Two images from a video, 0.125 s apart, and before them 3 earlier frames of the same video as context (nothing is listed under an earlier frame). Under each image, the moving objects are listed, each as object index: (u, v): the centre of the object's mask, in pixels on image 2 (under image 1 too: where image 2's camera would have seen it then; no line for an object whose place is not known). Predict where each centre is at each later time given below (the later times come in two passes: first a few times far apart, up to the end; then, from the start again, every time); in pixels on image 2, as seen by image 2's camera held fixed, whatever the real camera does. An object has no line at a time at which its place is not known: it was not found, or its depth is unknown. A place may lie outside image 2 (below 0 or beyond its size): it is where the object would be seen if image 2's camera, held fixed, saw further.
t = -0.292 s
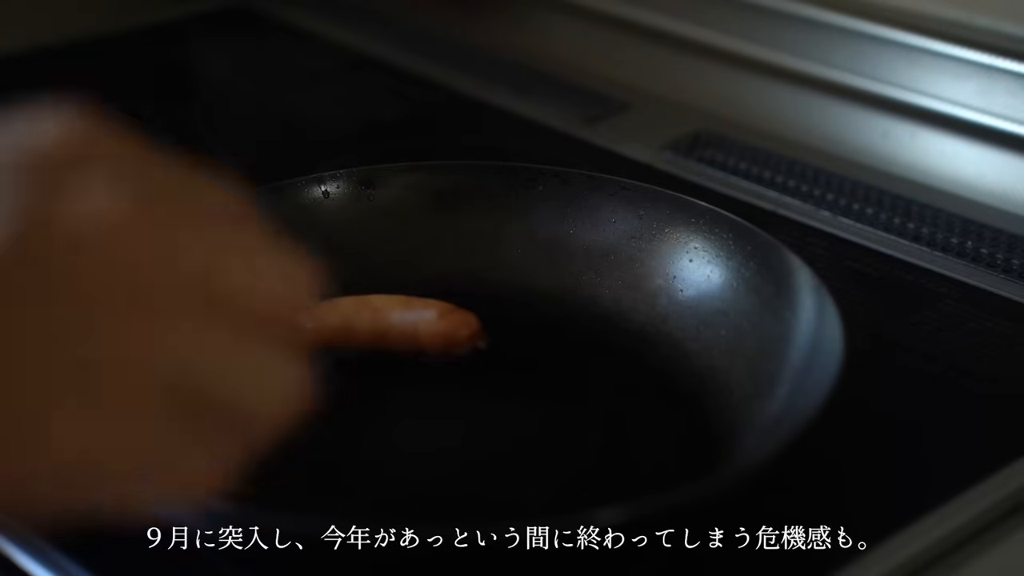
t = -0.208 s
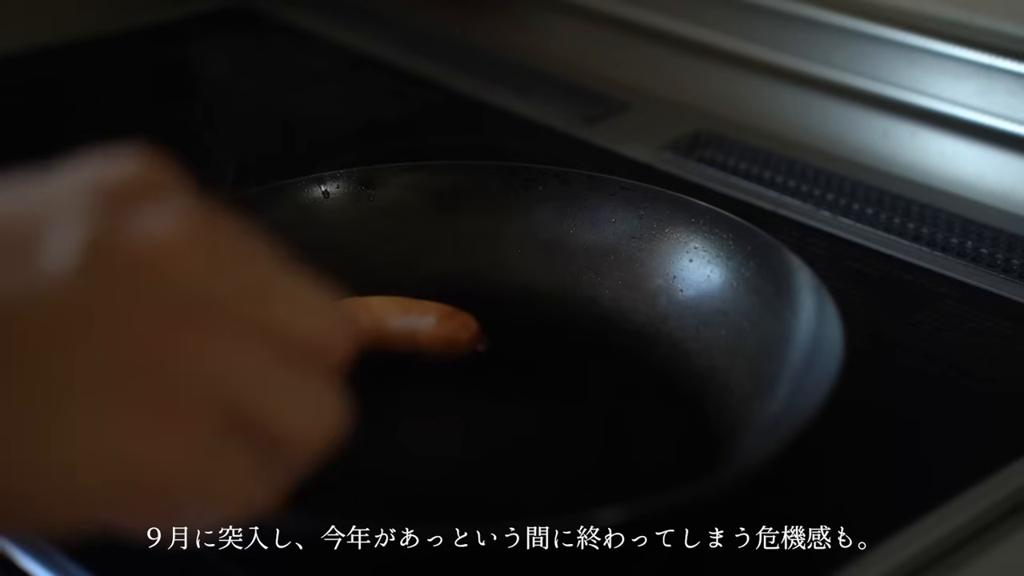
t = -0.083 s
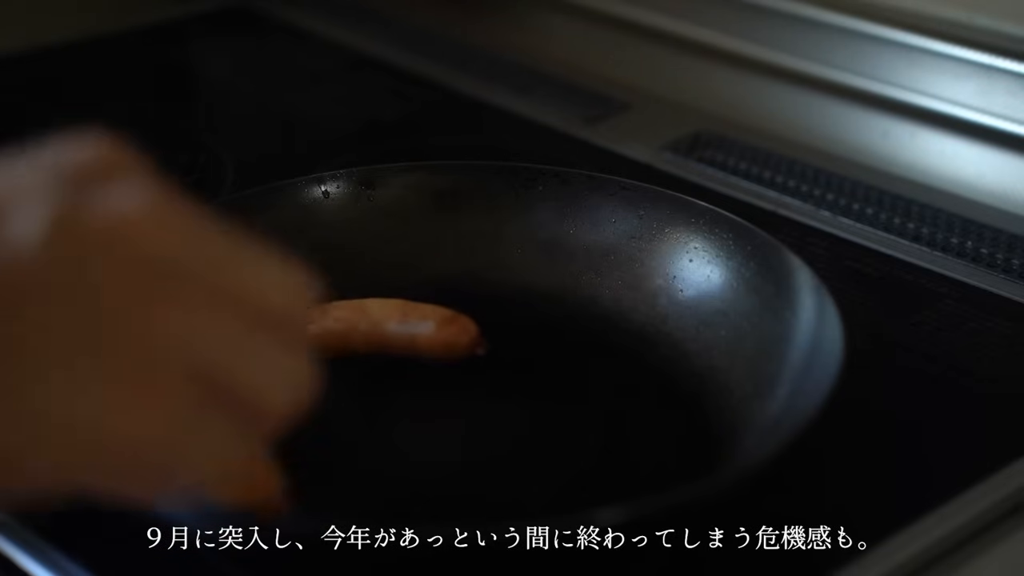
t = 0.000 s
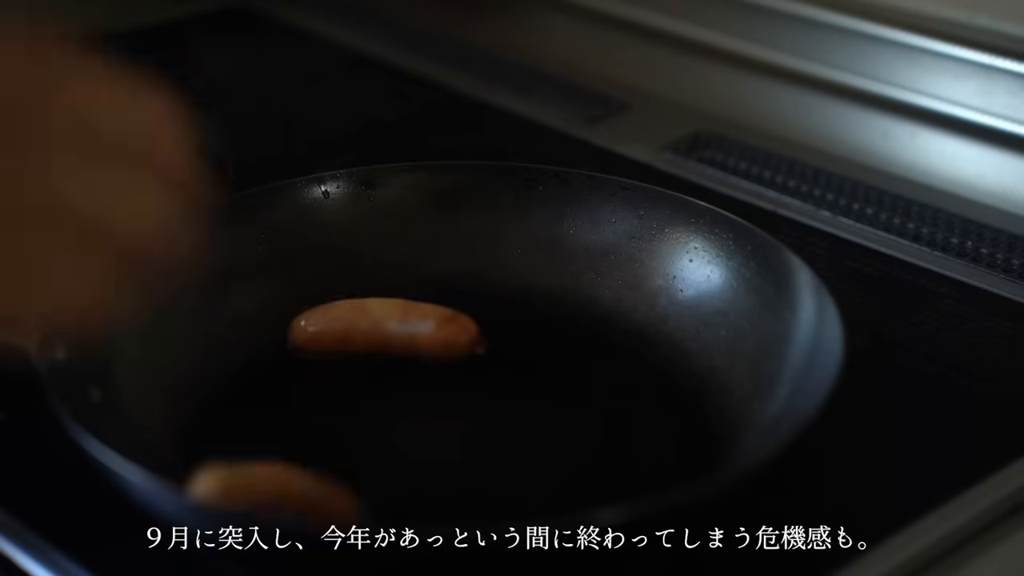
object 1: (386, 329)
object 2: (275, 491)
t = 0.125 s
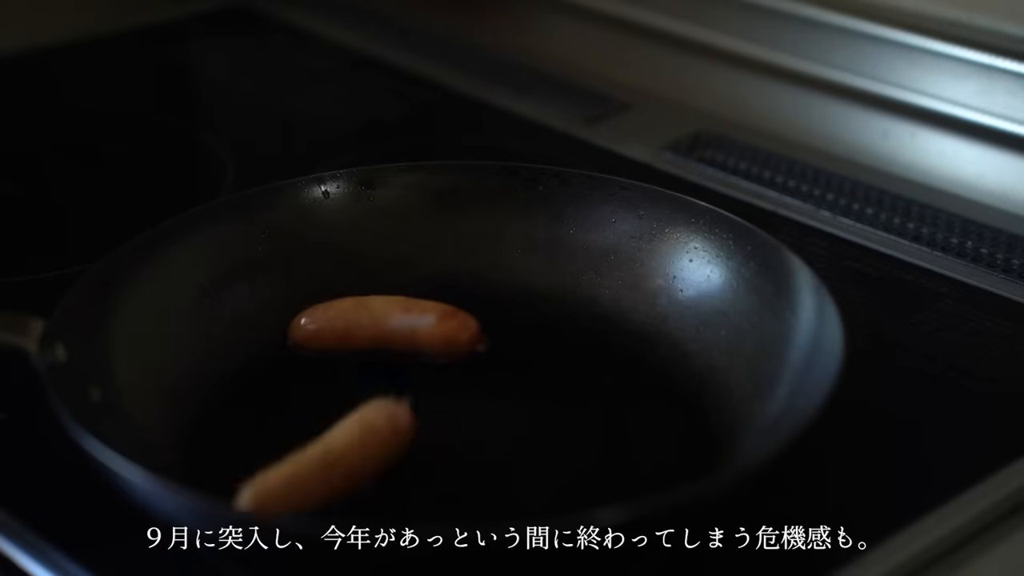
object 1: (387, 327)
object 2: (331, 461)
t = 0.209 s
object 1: (387, 326)
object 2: (337, 428)
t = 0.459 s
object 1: (399, 317)
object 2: (295, 369)
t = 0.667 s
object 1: (406, 314)
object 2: (275, 358)
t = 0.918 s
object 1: (406, 317)
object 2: (277, 361)
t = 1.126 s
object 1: (404, 316)
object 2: (279, 362)
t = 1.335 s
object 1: (398, 315)
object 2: (284, 371)
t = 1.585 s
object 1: (400, 316)
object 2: (282, 369)
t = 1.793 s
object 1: (401, 315)
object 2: (281, 367)
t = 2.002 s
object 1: (401, 315)
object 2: (281, 368)
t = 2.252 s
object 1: (402, 315)
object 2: (281, 367)
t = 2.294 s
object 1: (403, 317)
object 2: (281, 368)
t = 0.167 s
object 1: (387, 326)
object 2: (332, 445)
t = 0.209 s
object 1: (387, 326)
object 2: (337, 428)
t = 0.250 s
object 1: (386, 327)
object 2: (337, 413)
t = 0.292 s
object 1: (387, 326)
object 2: (335, 400)
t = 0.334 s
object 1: (388, 326)
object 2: (328, 389)
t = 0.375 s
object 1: (391, 323)
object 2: (315, 382)
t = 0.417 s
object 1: (395, 320)
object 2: (304, 375)
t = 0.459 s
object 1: (399, 317)
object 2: (295, 369)
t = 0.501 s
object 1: (402, 315)
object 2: (287, 363)
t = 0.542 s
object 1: (403, 313)
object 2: (279, 360)
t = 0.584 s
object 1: (405, 313)
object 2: (275, 358)
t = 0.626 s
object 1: (406, 313)
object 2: (274, 358)
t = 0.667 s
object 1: (406, 314)
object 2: (275, 358)
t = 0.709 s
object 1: (406, 315)
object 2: (276, 359)
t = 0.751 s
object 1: (406, 316)
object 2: (276, 359)
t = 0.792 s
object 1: (406, 316)
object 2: (277, 360)
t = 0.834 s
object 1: (406, 317)
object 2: (278, 360)
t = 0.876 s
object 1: (406, 317)
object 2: (277, 360)
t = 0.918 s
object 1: (406, 317)
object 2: (277, 361)
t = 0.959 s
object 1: (406, 317)
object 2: (278, 361)
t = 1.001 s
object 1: (406, 317)
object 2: (277, 361)
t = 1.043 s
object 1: (406, 317)
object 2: (278, 361)
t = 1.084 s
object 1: (406, 316)
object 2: (279, 361)
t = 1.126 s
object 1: (404, 316)
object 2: (279, 362)
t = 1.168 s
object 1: (403, 316)
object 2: (280, 364)
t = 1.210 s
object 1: (401, 315)
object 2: (282, 366)
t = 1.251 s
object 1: (399, 315)
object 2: (284, 369)
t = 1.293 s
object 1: (398, 315)
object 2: (284, 371)
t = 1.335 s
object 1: (398, 315)
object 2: (284, 371)
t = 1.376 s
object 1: (399, 315)
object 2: (283, 370)
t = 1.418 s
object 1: (400, 315)
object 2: (282, 368)
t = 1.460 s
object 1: (402, 315)
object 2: (281, 367)
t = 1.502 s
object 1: (402, 315)
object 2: (281, 367)
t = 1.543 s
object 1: (401, 316)
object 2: (282, 368)
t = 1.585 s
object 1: (400, 316)
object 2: (282, 369)
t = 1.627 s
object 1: (400, 316)
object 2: (283, 370)
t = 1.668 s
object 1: (400, 316)
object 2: (283, 370)
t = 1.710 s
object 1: (400, 315)
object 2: (283, 369)
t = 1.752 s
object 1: (400, 315)
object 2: (282, 369)
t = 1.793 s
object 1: (401, 315)
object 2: (281, 367)
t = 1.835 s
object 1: (402, 315)
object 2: (281, 367)
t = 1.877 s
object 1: (402, 315)
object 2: (281, 366)
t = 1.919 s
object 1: (402, 315)
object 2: (280, 367)
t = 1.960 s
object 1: (402, 315)
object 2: (280, 367)
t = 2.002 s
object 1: (401, 315)
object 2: (281, 368)
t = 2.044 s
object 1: (400, 315)
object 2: (282, 369)
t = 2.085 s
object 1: (400, 315)
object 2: (282, 370)
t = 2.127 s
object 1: (400, 315)
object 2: (282, 370)
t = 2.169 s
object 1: (400, 315)
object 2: (282, 369)
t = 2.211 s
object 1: (401, 315)
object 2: (281, 368)
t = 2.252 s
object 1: (402, 315)
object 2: (281, 367)
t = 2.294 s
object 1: (403, 317)
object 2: (281, 368)
